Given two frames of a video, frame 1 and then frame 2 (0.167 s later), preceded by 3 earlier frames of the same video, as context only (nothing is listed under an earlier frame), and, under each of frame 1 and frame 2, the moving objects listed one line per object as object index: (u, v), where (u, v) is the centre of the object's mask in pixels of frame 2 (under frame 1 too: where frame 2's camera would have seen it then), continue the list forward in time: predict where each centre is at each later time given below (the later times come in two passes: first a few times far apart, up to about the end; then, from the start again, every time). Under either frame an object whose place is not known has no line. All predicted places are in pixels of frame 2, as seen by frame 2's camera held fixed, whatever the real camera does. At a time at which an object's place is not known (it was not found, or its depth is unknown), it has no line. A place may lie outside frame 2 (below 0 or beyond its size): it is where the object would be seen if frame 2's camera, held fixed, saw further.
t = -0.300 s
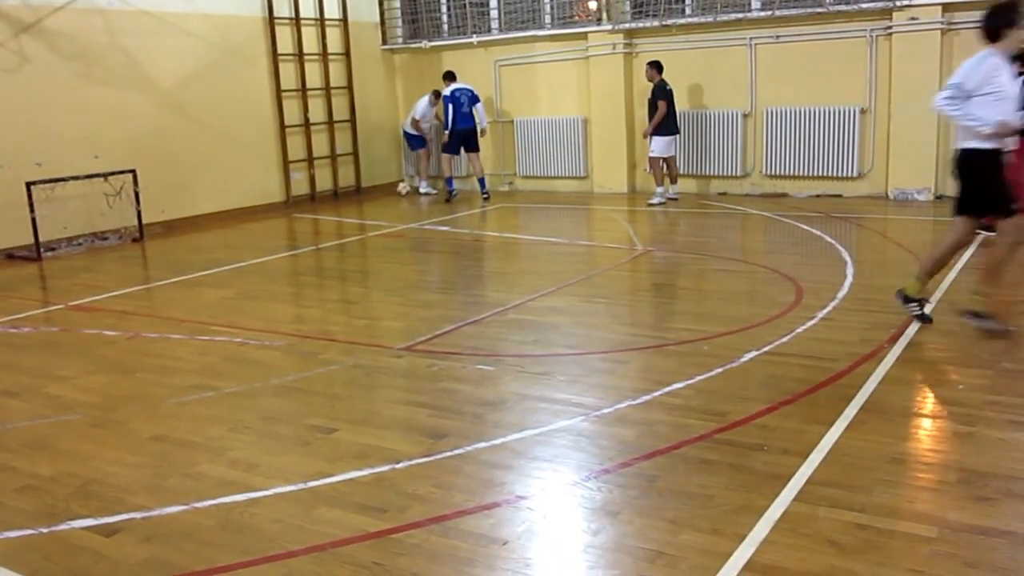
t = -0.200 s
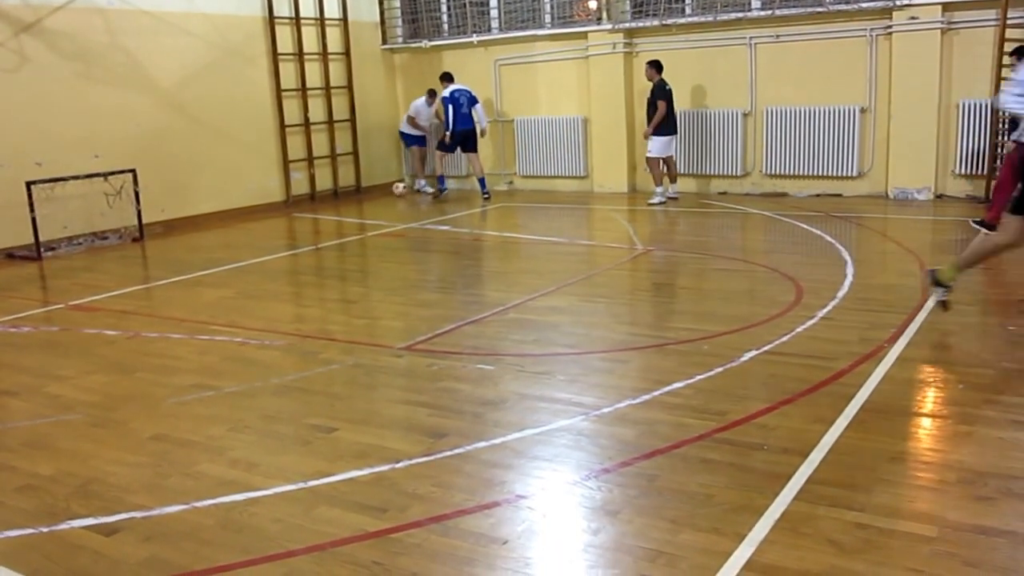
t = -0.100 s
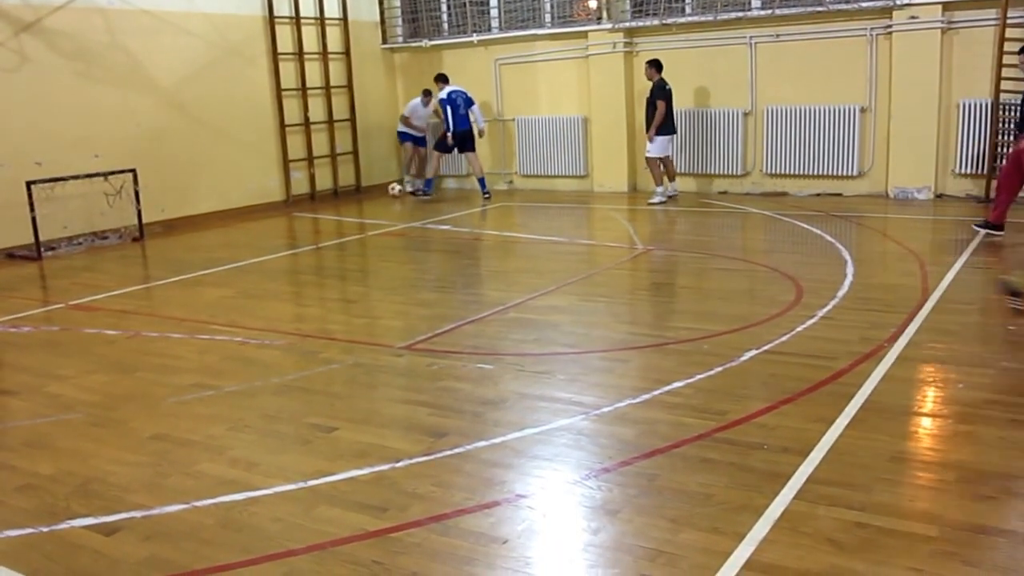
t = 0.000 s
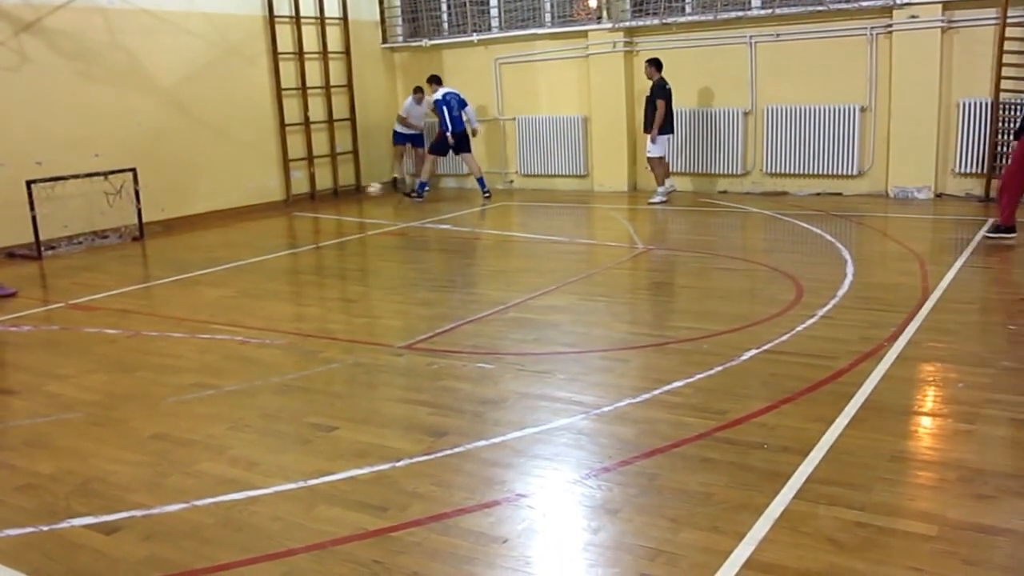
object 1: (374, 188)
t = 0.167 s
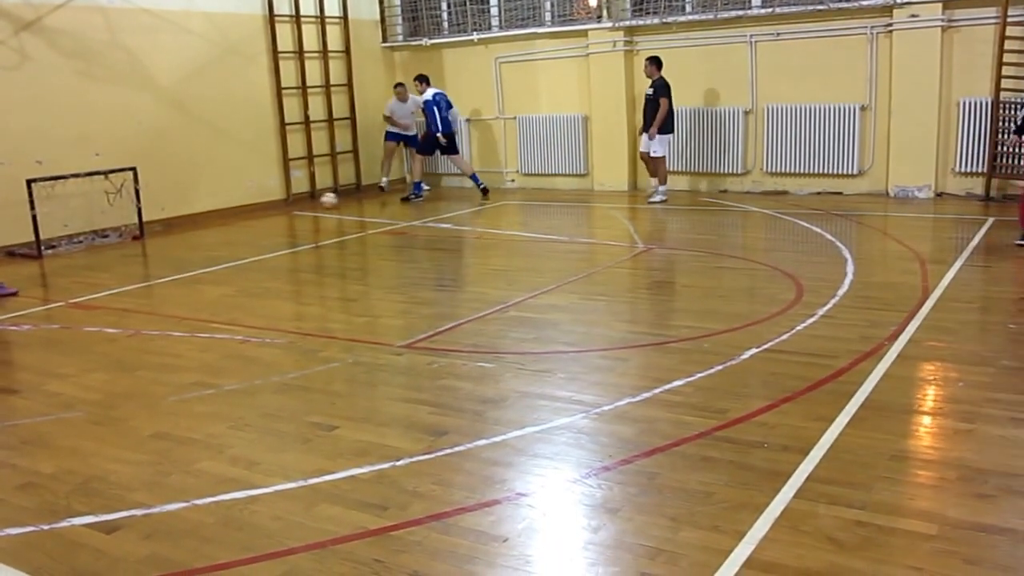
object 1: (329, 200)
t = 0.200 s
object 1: (319, 199)
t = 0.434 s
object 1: (256, 212)
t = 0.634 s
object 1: (204, 221)
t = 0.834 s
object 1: (152, 231)
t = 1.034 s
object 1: (97, 239)
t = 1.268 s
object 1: (27, 251)
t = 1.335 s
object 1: (8, 259)
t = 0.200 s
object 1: (319, 199)
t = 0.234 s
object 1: (310, 201)
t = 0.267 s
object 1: (301, 201)
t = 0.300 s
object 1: (292, 205)
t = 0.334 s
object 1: (284, 208)
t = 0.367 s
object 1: (274, 209)
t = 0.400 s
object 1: (265, 209)
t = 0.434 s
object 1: (256, 212)
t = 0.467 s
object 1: (247, 214)
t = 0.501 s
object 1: (237, 216)
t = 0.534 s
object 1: (230, 217)
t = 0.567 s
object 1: (220, 218)
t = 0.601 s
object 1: (212, 221)
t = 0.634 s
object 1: (204, 221)
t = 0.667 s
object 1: (195, 223)
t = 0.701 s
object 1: (186, 225)
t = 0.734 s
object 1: (178, 226)
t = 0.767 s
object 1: (169, 227)
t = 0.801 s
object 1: (161, 229)
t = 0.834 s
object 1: (152, 231)
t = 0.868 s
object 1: (142, 232)
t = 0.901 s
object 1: (134, 233)
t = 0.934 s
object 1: (126, 234)
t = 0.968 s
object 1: (117, 237)
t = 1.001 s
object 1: (106, 238)
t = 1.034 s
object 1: (97, 239)
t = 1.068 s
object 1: (88, 241)
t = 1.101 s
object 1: (78, 242)
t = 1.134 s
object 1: (68, 244)
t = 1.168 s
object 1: (58, 247)
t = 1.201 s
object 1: (48, 247)
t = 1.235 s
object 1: (37, 248)
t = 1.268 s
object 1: (27, 251)
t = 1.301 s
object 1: (18, 253)
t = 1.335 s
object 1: (8, 259)
